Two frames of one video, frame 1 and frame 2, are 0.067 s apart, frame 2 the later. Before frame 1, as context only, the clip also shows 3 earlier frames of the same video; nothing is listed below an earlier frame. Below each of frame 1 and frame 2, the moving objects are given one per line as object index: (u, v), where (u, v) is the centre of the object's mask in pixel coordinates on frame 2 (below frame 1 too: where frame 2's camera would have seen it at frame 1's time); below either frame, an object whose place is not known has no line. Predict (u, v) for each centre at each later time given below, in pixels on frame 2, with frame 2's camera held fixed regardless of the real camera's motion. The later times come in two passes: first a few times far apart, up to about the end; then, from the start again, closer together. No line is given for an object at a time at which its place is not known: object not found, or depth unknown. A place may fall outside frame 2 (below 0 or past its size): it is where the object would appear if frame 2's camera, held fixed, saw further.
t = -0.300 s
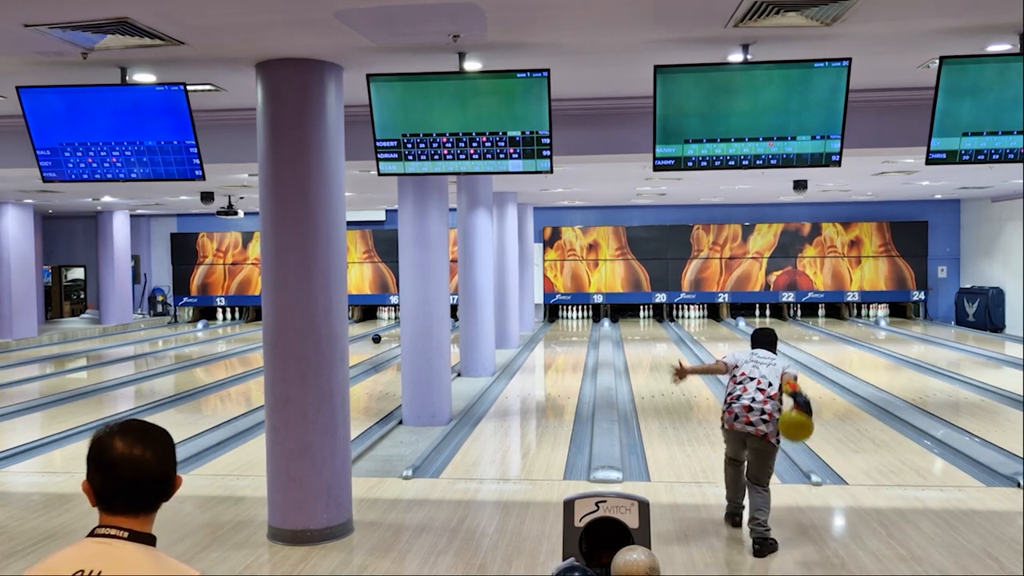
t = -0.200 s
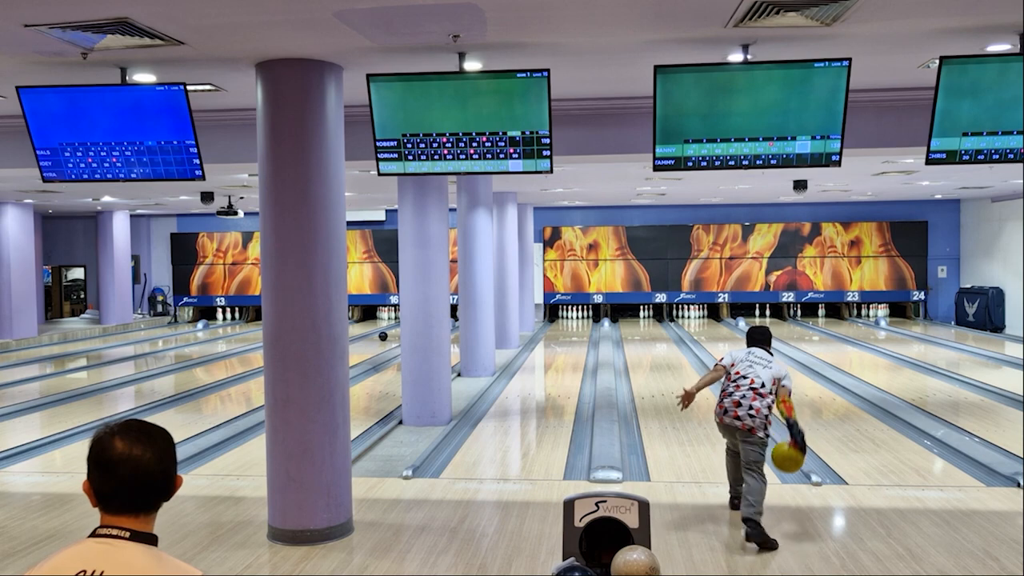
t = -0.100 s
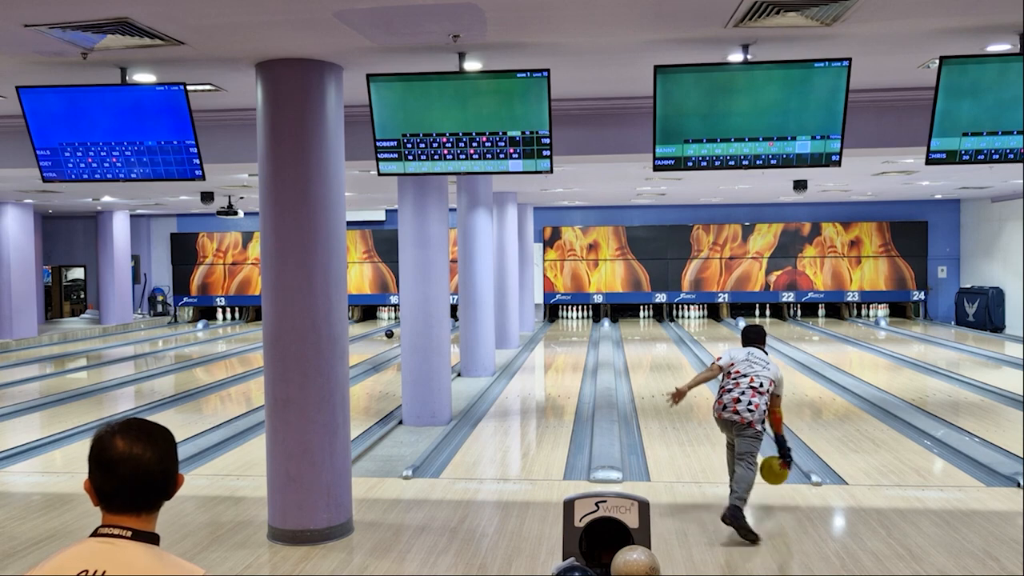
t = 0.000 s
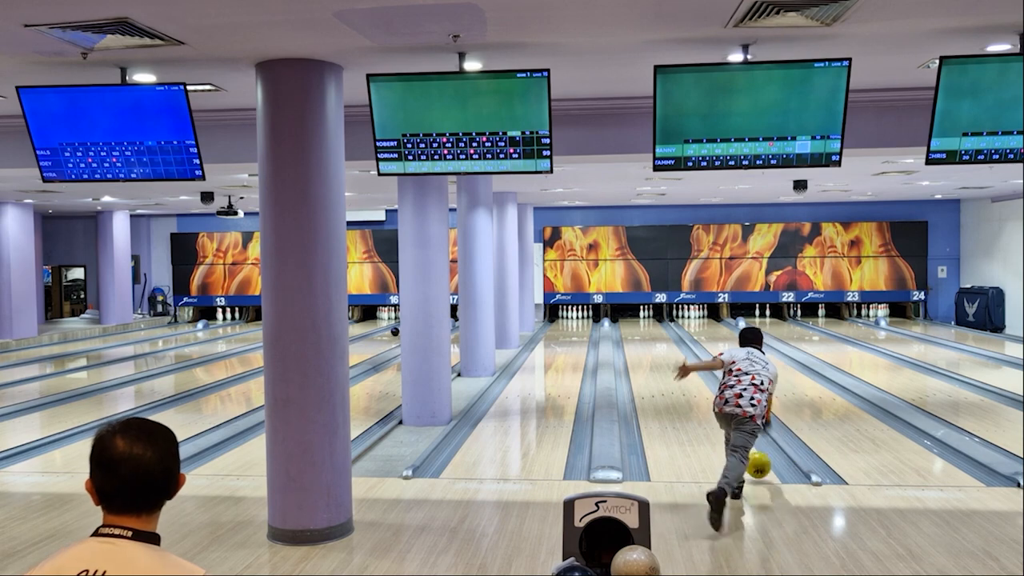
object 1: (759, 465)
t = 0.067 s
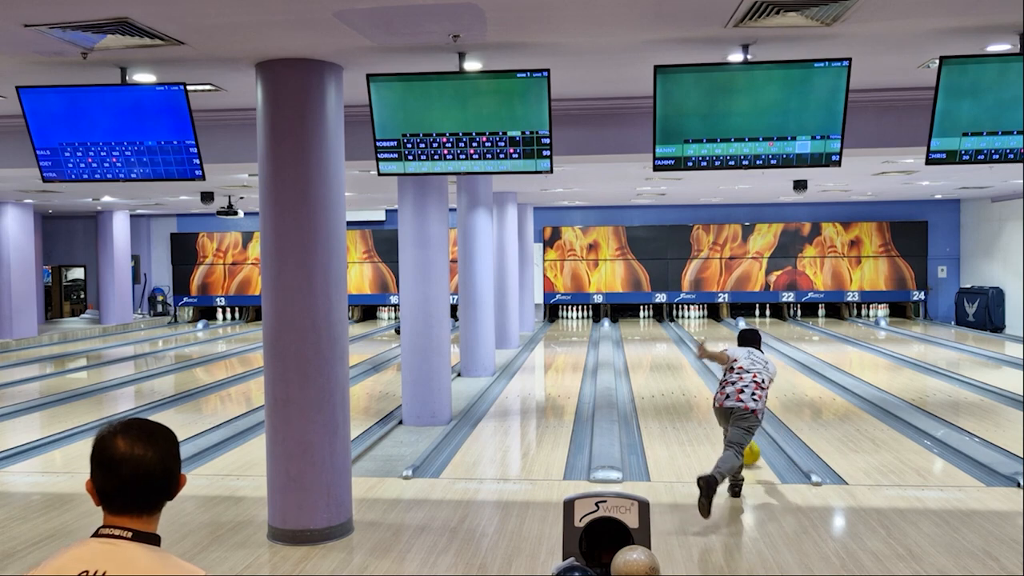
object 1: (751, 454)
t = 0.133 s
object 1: (746, 446)
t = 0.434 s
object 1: (708, 403)
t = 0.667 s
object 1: (695, 381)
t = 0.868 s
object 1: (685, 367)
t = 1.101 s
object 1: (676, 355)
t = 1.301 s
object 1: (669, 346)
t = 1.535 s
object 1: (662, 338)
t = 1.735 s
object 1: (657, 331)
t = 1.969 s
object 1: (651, 326)
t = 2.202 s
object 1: (646, 322)
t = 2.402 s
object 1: (641, 318)
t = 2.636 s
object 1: (635, 315)
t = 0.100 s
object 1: (748, 450)
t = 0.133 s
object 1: (746, 446)
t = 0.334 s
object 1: (713, 415)
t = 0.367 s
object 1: (711, 411)
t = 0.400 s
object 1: (710, 406)
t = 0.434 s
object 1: (708, 403)
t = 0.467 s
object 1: (707, 399)
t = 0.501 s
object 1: (706, 396)
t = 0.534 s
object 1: (703, 392)
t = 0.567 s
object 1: (701, 389)
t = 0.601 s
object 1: (699, 386)
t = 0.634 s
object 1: (697, 384)
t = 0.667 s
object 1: (695, 381)
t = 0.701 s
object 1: (694, 379)
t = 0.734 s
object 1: (692, 376)
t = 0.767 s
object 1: (690, 374)
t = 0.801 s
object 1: (688, 372)
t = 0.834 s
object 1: (687, 369)
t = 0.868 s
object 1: (685, 367)
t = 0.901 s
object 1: (684, 365)
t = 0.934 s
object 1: (682, 364)
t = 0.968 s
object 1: (681, 362)
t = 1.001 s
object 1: (680, 360)
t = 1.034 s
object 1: (678, 358)
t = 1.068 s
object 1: (677, 357)
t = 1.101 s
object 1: (676, 355)
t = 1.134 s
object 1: (675, 353)
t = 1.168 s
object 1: (673, 352)
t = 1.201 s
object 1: (672, 350)
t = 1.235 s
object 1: (671, 349)
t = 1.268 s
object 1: (670, 347)
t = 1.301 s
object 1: (669, 346)
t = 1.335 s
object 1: (668, 345)
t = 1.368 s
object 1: (667, 343)
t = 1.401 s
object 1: (666, 342)
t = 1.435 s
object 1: (665, 341)
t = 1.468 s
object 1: (664, 340)
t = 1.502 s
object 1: (663, 339)
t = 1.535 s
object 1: (662, 338)
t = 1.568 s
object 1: (661, 337)
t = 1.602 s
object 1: (660, 336)
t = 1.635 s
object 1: (660, 335)
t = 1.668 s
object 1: (658, 333)
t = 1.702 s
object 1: (657, 333)
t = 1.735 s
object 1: (657, 331)
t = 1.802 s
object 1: (655, 331)
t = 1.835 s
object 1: (654, 329)
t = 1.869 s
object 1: (653, 329)
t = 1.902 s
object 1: (653, 328)
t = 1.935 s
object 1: (652, 327)
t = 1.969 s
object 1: (651, 326)
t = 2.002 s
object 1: (650, 325)
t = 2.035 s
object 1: (649, 324)
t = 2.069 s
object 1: (648, 324)
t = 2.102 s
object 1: (648, 324)
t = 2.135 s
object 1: (647, 323)
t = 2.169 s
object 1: (647, 323)
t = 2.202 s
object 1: (646, 322)
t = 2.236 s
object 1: (645, 321)
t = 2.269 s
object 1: (644, 320)
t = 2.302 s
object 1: (643, 320)
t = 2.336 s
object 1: (643, 319)
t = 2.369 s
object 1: (642, 318)
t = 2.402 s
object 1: (641, 318)
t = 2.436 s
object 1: (640, 317)
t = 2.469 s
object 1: (639, 317)
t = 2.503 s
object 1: (638, 316)
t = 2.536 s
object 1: (637, 316)
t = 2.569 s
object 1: (636, 316)
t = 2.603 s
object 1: (636, 315)
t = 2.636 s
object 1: (635, 315)
